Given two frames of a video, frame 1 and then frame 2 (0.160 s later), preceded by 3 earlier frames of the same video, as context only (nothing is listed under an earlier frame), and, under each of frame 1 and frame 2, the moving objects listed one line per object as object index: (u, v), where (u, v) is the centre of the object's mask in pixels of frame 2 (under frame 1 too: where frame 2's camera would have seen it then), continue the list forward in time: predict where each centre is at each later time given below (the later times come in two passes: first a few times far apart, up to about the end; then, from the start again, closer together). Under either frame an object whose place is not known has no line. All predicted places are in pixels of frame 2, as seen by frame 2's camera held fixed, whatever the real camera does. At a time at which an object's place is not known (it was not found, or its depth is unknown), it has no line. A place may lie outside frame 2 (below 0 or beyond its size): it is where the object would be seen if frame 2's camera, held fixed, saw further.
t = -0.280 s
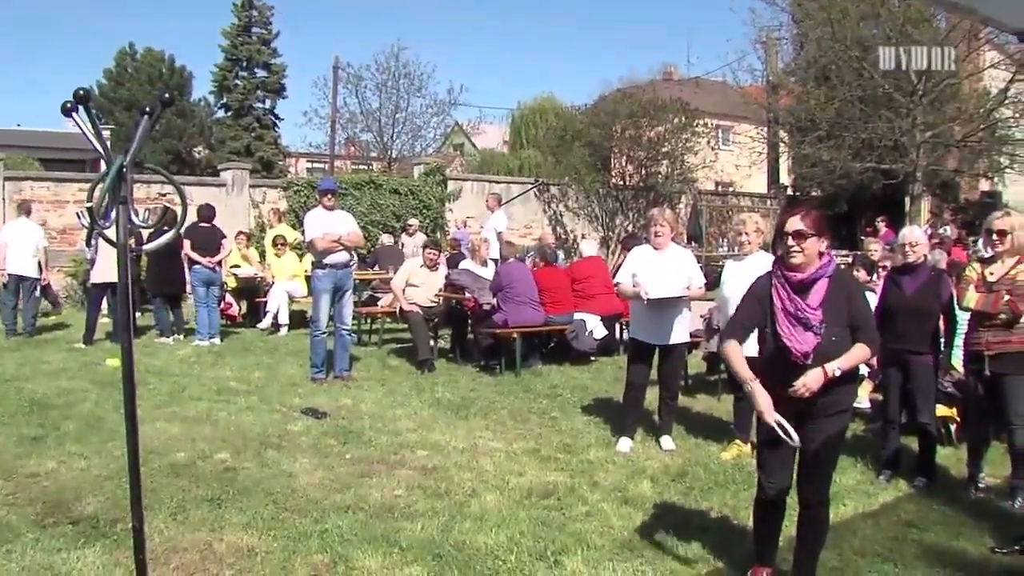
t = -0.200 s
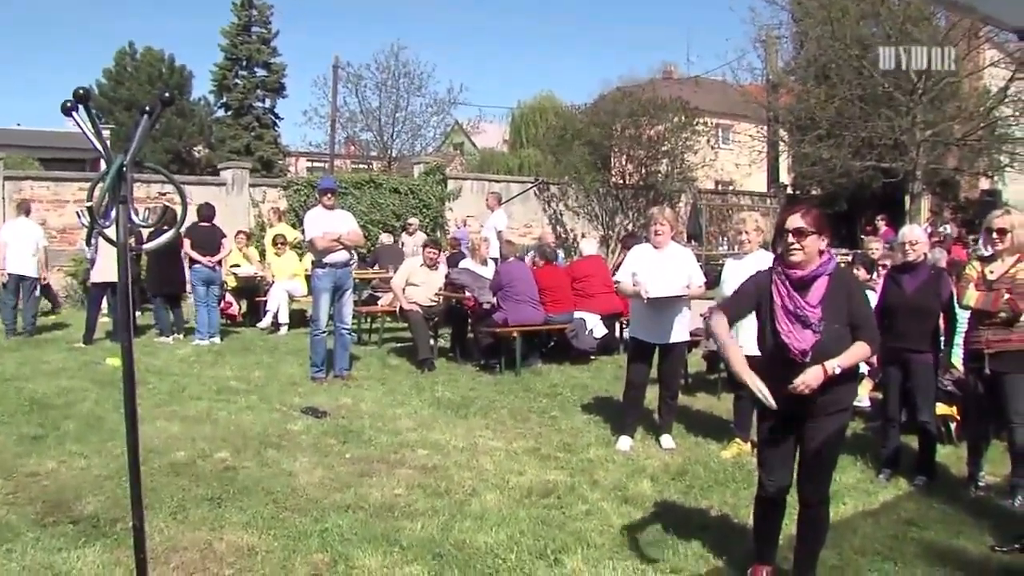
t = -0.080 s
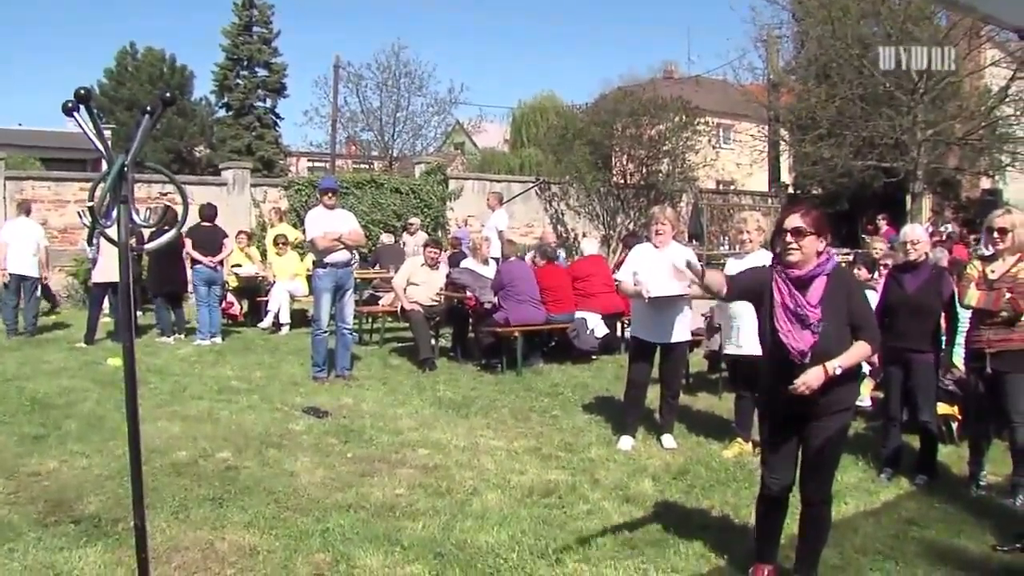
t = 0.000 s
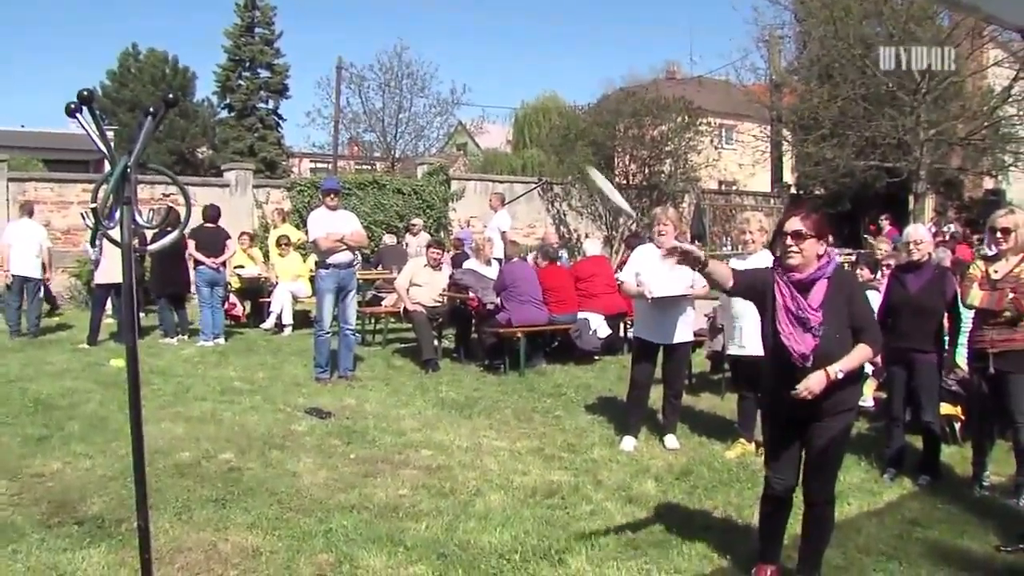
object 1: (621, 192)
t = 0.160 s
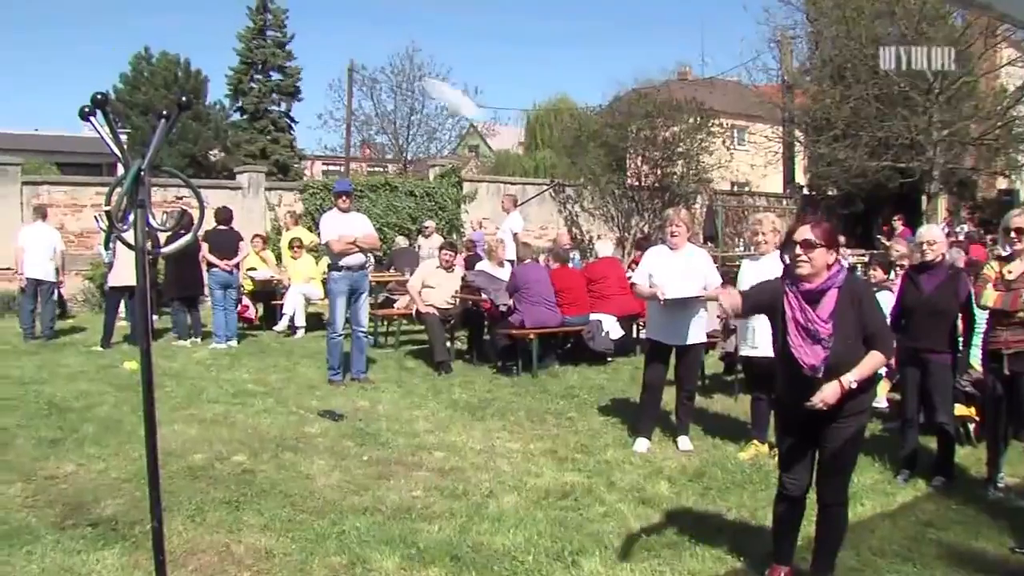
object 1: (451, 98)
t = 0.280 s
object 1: (297, 87)
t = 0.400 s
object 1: (185, 130)
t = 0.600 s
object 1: (211, 163)
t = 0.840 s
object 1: (258, 372)
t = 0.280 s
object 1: (297, 87)
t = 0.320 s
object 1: (240, 98)
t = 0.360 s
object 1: (192, 117)
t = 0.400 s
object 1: (185, 130)
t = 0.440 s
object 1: (174, 144)
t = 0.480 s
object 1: (188, 150)
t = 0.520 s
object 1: (211, 149)
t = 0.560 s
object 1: (208, 153)
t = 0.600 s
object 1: (211, 163)
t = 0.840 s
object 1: (258, 372)
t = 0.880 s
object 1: (265, 419)
